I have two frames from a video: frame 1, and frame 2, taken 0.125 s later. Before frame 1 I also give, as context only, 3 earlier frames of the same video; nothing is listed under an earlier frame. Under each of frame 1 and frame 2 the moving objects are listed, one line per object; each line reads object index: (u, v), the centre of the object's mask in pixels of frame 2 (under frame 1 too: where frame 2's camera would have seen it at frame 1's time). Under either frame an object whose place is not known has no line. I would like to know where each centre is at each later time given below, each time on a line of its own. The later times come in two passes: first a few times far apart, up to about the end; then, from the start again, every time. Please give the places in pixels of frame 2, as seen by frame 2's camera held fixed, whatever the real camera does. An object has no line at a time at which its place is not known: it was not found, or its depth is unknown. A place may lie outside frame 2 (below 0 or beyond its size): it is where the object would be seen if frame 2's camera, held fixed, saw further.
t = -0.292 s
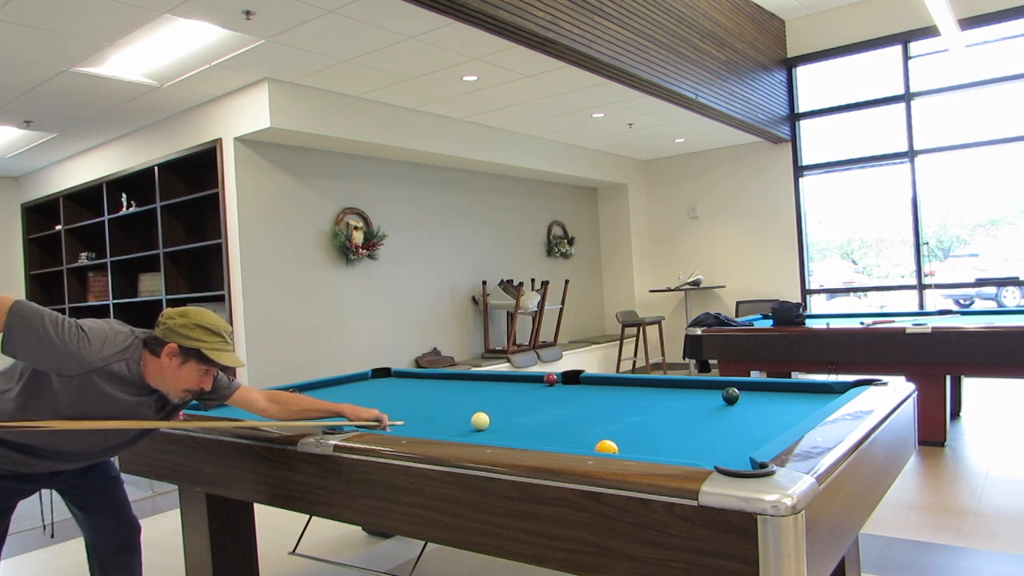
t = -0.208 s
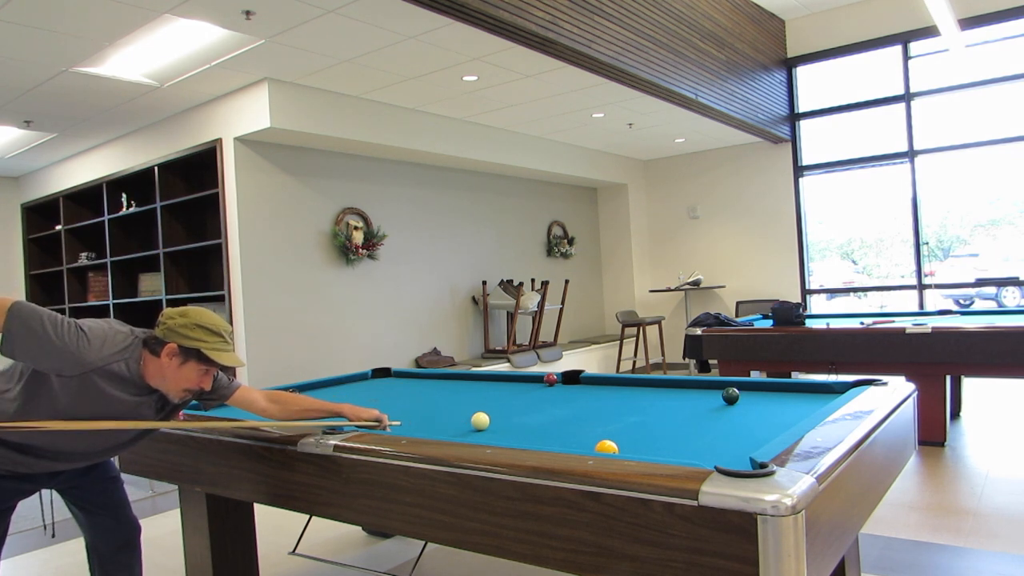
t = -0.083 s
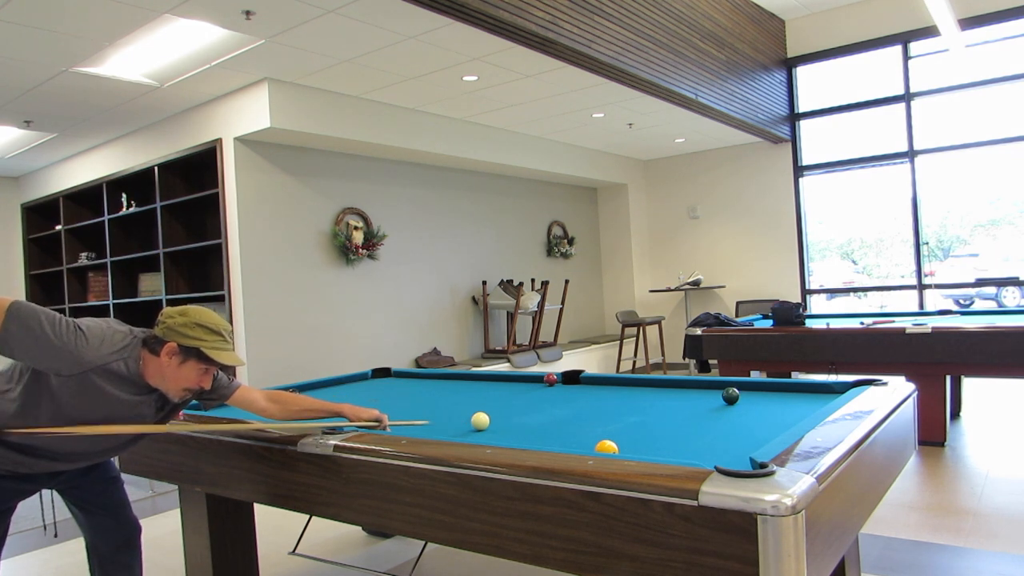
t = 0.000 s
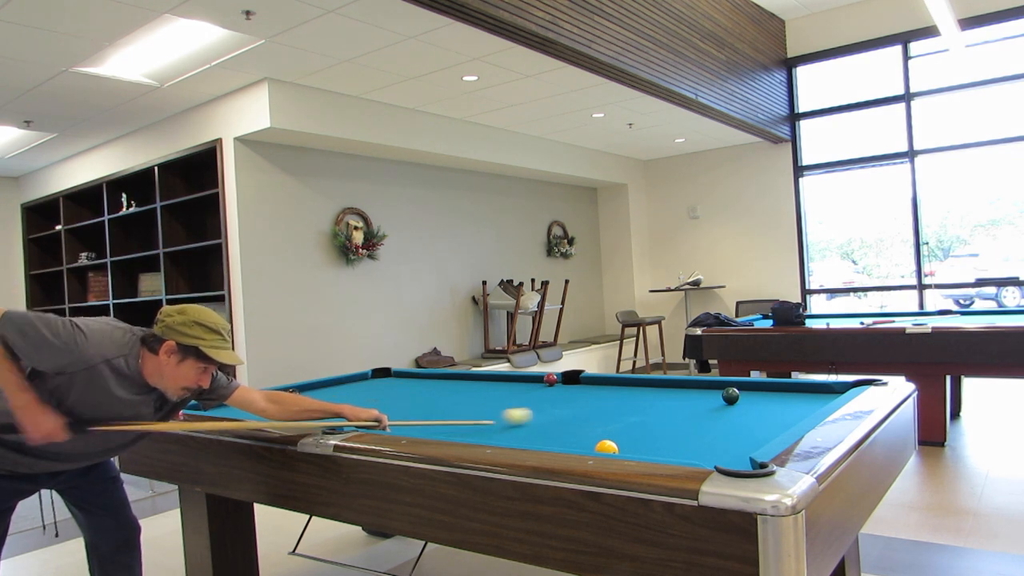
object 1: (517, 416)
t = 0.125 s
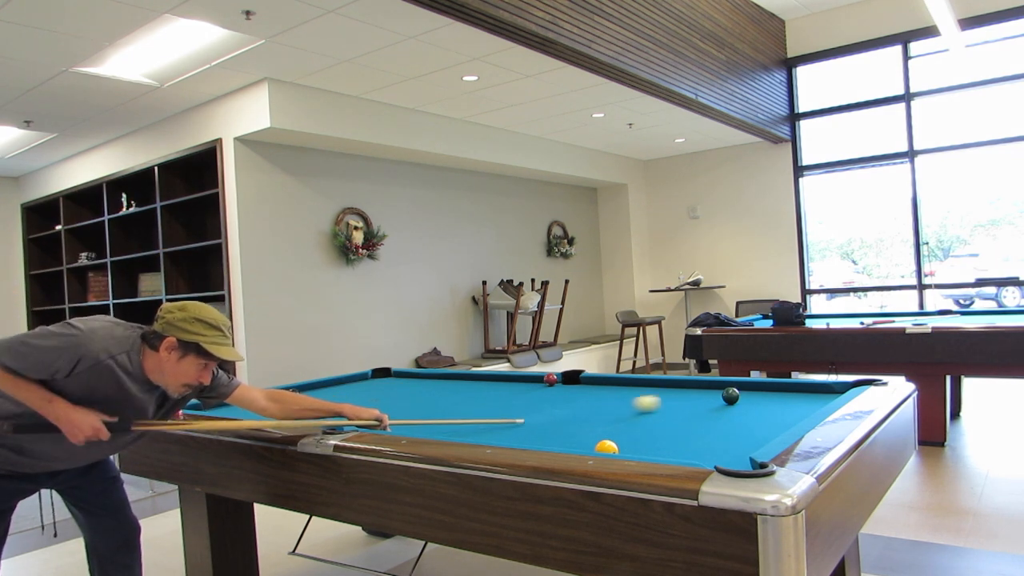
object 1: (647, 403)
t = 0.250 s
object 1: (712, 395)
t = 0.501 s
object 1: (716, 389)
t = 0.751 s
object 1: (715, 384)
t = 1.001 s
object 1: (689, 386)
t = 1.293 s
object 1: (660, 389)
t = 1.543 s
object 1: (636, 391)
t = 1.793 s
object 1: (614, 392)
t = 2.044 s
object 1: (594, 394)
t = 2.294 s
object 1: (575, 396)
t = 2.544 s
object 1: (557, 397)
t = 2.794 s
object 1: (541, 398)
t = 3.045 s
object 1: (526, 400)
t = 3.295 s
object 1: (512, 401)
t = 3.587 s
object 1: (498, 402)
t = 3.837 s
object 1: (487, 403)
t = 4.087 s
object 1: (478, 404)
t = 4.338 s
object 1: (470, 405)
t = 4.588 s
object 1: (464, 406)
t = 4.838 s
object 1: (458, 407)
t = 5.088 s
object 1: (455, 407)
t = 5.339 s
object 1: (452, 407)
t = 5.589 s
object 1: (451, 407)
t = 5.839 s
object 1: (452, 407)
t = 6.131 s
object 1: (452, 407)
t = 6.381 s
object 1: (452, 407)
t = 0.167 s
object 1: (685, 399)
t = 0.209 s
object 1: (714, 396)
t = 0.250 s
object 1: (712, 395)
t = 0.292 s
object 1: (712, 394)
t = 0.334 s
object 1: (713, 393)
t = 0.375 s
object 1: (714, 392)
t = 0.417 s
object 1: (715, 391)
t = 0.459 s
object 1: (715, 390)
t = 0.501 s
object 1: (716, 389)
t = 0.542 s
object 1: (717, 388)
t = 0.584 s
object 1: (718, 387)
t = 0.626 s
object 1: (718, 386)
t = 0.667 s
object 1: (719, 385)
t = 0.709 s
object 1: (719, 384)
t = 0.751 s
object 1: (715, 384)
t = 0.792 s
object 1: (710, 385)
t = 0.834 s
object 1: (706, 385)
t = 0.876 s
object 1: (701, 385)
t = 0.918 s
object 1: (697, 386)
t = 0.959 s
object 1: (693, 386)
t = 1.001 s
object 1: (689, 386)
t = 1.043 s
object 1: (684, 387)
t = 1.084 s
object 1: (680, 387)
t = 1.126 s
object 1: (676, 387)
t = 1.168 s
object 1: (672, 387)
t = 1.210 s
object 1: (668, 388)
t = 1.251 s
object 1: (664, 388)
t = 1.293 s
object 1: (660, 389)
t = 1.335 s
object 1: (656, 389)
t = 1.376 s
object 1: (652, 389)
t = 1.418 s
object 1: (648, 389)
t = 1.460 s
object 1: (644, 390)
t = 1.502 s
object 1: (640, 390)
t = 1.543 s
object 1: (636, 391)
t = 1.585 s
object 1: (633, 391)
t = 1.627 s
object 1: (629, 391)
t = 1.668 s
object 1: (625, 391)
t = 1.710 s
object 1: (622, 392)
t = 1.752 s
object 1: (618, 392)
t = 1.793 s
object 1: (614, 392)
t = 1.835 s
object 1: (611, 393)
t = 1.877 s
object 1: (607, 393)
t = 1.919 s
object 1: (604, 393)
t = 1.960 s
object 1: (601, 393)
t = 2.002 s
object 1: (597, 394)
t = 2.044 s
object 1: (594, 394)
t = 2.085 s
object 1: (591, 394)
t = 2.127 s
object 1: (587, 394)
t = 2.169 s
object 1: (584, 395)
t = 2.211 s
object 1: (581, 395)
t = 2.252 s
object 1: (578, 395)
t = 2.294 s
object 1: (575, 396)
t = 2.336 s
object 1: (572, 396)
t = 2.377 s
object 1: (569, 396)
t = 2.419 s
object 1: (566, 396)
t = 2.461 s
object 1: (563, 396)
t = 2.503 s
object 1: (560, 397)
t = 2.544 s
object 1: (557, 397)
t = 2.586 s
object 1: (554, 397)
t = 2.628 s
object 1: (552, 398)
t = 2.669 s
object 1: (549, 398)
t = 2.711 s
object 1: (546, 398)
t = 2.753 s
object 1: (543, 398)
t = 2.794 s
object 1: (541, 398)
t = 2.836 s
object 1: (538, 399)
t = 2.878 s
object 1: (536, 399)
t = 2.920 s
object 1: (533, 399)
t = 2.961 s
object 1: (531, 399)
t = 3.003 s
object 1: (528, 399)
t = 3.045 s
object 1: (526, 400)
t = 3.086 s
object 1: (523, 400)
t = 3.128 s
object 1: (521, 400)
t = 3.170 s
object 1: (519, 400)
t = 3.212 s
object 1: (516, 400)
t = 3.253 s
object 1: (514, 401)
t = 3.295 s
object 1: (512, 401)
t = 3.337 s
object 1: (510, 401)
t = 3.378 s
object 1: (508, 401)
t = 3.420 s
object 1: (506, 402)
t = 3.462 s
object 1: (504, 402)
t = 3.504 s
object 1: (502, 402)
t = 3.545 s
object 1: (500, 402)
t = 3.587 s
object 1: (498, 402)
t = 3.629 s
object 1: (496, 402)
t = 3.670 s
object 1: (494, 403)
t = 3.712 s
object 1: (492, 403)
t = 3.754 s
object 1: (491, 403)
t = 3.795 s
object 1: (489, 403)
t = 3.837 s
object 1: (487, 403)
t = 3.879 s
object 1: (486, 403)
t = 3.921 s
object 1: (484, 404)
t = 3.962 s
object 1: (483, 404)
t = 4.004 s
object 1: (481, 404)
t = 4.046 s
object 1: (480, 404)
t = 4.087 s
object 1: (478, 404)
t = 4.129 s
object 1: (477, 404)
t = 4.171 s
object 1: (475, 405)
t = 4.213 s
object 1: (474, 405)
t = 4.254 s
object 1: (473, 405)
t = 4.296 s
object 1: (471, 405)
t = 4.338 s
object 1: (470, 405)
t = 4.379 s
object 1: (469, 405)
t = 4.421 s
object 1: (468, 406)
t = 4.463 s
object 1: (467, 406)
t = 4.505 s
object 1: (466, 406)
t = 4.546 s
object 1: (465, 406)
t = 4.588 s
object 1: (464, 406)
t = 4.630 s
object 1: (463, 406)
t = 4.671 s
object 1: (462, 406)
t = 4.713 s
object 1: (461, 406)
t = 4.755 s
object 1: (460, 406)
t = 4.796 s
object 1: (459, 406)
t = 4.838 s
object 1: (458, 407)
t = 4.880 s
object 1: (458, 407)
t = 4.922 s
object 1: (457, 407)
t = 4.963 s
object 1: (457, 407)
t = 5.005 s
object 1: (456, 407)
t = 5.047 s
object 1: (455, 407)
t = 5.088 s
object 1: (455, 407)
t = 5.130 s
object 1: (454, 407)
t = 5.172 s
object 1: (454, 407)
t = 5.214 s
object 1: (453, 407)
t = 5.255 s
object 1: (453, 407)
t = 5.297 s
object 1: (453, 407)
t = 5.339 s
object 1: (452, 407)
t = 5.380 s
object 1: (452, 407)
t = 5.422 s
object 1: (452, 407)
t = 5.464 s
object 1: (452, 407)
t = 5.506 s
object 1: (452, 407)
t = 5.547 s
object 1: (451, 407)
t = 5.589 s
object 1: (451, 407)
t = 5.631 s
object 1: (451, 407)
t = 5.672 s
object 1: (451, 407)
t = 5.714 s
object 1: (451, 407)
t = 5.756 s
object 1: (452, 407)
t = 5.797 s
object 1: (452, 407)
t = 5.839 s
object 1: (452, 407)
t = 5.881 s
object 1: (452, 407)
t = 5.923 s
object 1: (452, 407)
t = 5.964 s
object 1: (452, 407)
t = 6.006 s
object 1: (452, 407)
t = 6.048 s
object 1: (452, 407)
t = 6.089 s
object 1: (452, 407)
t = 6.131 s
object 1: (452, 407)
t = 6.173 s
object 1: (452, 407)
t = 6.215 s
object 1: (452, 407)
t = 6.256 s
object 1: (452, 407)
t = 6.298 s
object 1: (452, 407)
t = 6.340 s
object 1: (452, 407)
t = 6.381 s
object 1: (452, 407)
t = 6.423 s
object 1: (452, 407)
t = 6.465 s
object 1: (452, 407)
